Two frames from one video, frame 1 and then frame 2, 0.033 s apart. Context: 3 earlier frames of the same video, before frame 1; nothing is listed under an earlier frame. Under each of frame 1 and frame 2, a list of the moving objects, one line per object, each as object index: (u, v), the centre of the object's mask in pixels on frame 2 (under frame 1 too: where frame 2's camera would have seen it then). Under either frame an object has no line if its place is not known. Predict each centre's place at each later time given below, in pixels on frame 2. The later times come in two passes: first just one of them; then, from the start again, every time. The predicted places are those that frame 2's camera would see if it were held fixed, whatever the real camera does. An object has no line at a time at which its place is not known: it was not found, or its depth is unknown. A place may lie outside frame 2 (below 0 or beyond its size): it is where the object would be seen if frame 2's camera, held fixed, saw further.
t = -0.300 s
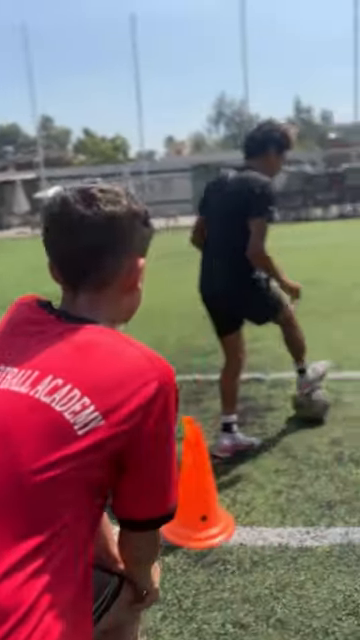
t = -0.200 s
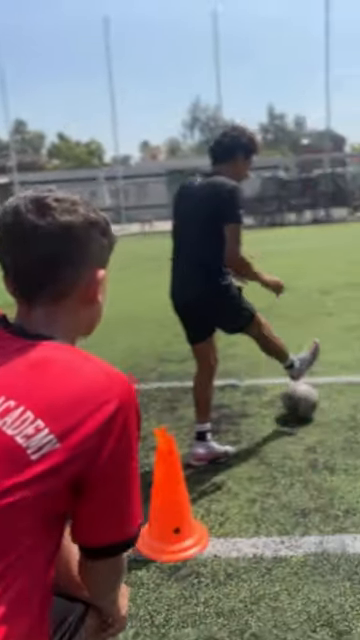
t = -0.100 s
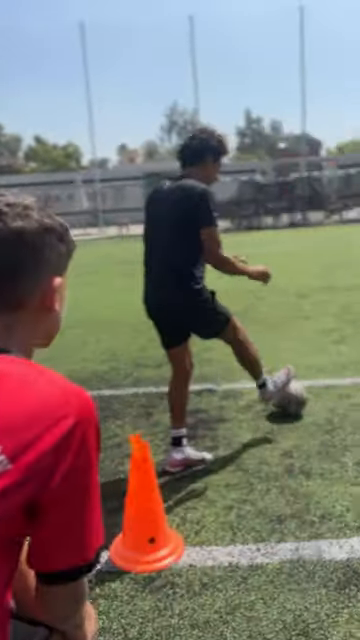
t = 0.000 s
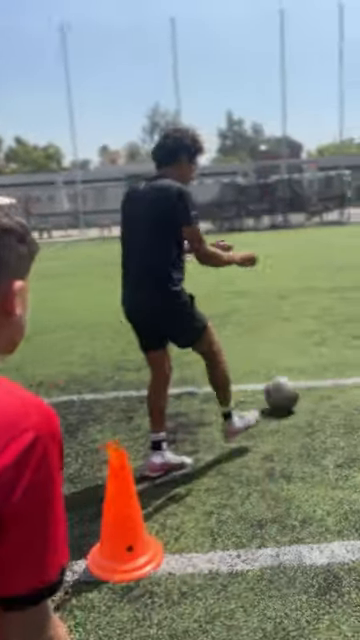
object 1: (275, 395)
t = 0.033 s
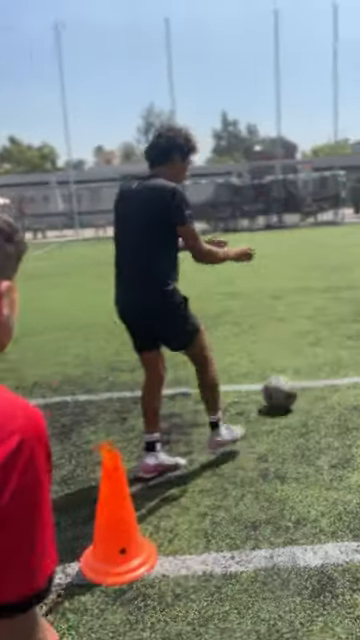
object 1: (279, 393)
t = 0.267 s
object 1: (304, 380)
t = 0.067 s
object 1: (283, 391)
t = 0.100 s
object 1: (287, 389)
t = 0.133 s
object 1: (291, 387)
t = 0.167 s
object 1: (294, 385)
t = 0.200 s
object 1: (298, 383)
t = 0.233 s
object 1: (301, 381)
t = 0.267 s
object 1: (304, 380)
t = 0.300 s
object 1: (307, 378)
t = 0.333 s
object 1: (310, 377)
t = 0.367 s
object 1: (313, 375)
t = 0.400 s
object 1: (316, 373)
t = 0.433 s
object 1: (319, 372)
